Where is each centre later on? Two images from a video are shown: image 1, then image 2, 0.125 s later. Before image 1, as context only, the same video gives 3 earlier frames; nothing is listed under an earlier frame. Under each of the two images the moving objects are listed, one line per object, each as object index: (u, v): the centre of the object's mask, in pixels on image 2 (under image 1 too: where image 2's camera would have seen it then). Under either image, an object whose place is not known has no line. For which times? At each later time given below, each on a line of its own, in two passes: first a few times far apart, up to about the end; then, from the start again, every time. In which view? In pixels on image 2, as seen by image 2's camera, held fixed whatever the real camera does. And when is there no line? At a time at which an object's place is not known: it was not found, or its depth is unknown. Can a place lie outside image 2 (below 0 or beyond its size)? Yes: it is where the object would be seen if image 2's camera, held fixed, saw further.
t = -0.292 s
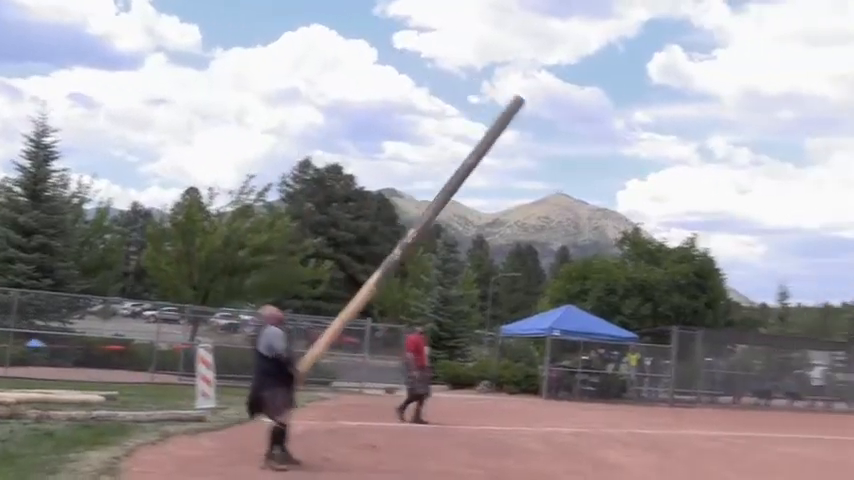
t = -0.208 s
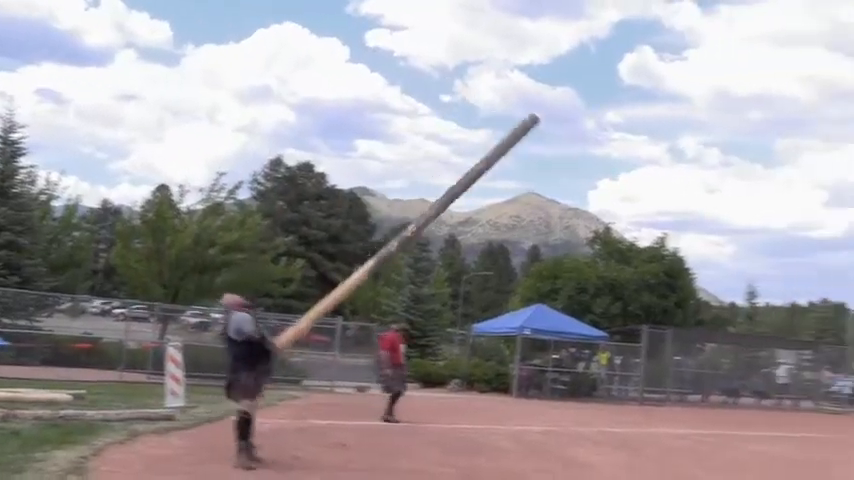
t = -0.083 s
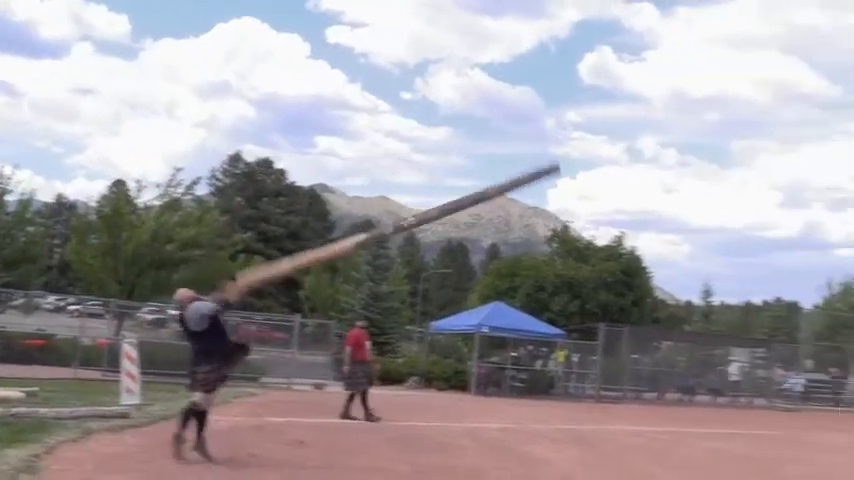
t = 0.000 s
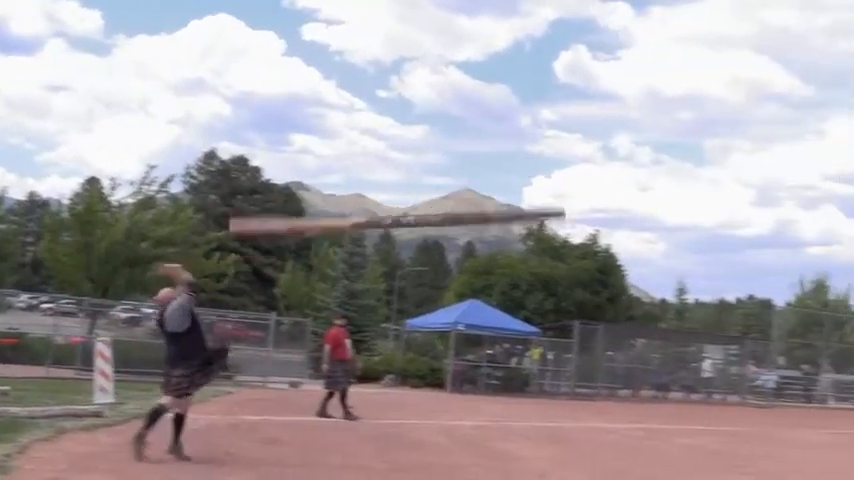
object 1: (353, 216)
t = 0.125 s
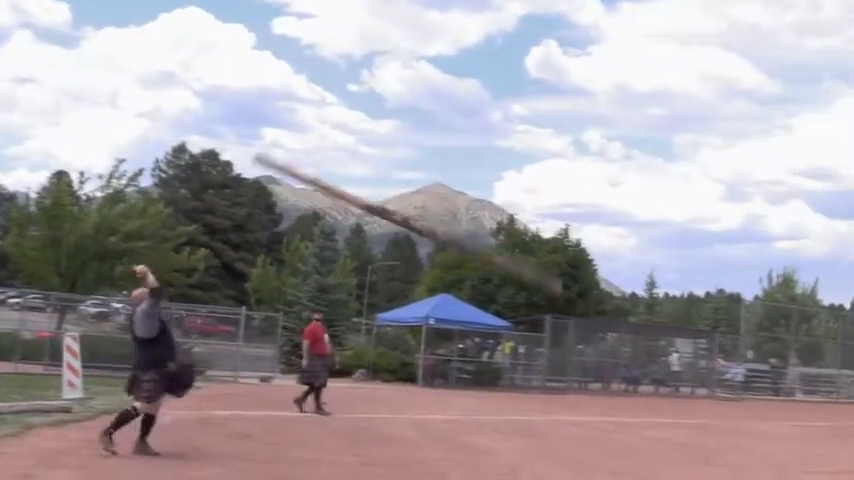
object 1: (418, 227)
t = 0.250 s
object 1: (461, 261)
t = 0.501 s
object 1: (518, 303)
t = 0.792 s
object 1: (563, 314)
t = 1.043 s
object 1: (595, 361)
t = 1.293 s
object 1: (628, 432)
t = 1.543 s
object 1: (632, 444)
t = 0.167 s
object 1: (428, 233)
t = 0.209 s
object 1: (439, 241)
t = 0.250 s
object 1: (461, 261)
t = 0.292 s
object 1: (467, 266)
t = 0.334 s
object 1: (477, 277)
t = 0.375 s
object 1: (491, 295)
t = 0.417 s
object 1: (502, 307)
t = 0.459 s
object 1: (510, 307)
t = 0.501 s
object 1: (518, 303)
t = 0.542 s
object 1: (524, 298)
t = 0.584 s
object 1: (532, 300)
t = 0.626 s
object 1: (539, 304)
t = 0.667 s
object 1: (545, 300)
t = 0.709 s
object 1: (551, 304)
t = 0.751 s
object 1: (557, 310)
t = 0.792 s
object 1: (563, 314)
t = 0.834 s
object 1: (568, 320)
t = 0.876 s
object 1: (573, 329)
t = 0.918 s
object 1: (580, 333)
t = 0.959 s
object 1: (586, 341)
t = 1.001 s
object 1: (591, 350)
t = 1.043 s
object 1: (595, 361)
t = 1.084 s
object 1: (603, 368)
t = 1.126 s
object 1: (613, 375)
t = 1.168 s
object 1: (618, 388)
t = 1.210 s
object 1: (626, 401)
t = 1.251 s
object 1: (629, 416)
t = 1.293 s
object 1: (628, 432)
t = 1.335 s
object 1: (608, 451)
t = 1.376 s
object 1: (634, 452)
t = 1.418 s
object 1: (638, 450)
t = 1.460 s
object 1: (634, 445)
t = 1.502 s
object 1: (631, 444)
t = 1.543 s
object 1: (632, 444)
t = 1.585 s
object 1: (631, 445)
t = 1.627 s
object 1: (631, 448)
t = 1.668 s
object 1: (634, 450)
